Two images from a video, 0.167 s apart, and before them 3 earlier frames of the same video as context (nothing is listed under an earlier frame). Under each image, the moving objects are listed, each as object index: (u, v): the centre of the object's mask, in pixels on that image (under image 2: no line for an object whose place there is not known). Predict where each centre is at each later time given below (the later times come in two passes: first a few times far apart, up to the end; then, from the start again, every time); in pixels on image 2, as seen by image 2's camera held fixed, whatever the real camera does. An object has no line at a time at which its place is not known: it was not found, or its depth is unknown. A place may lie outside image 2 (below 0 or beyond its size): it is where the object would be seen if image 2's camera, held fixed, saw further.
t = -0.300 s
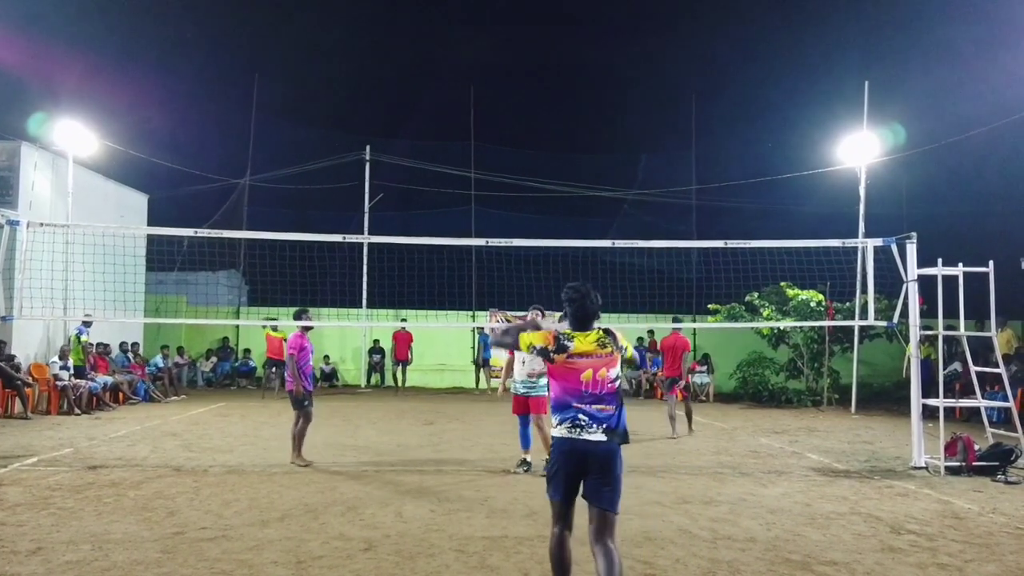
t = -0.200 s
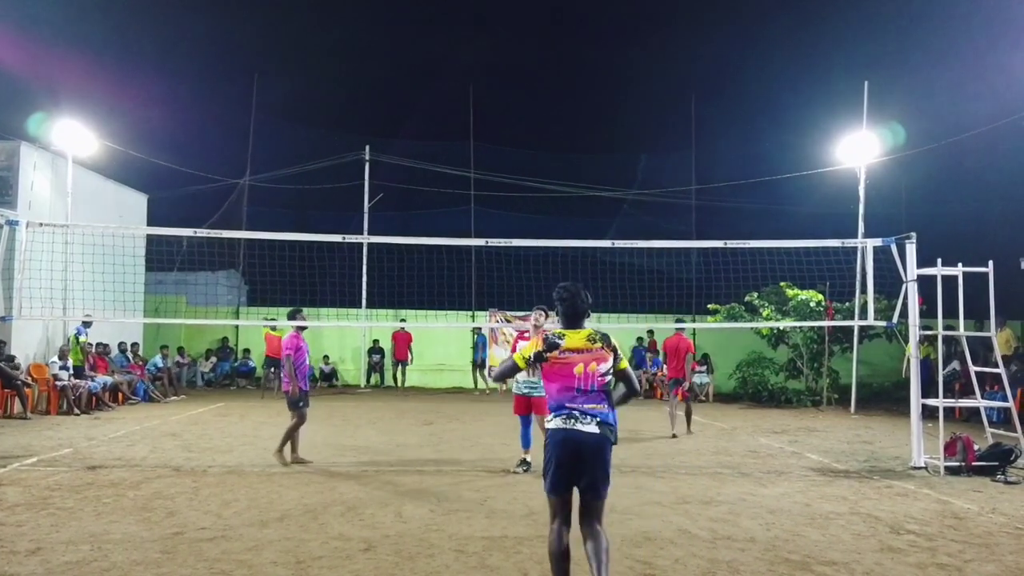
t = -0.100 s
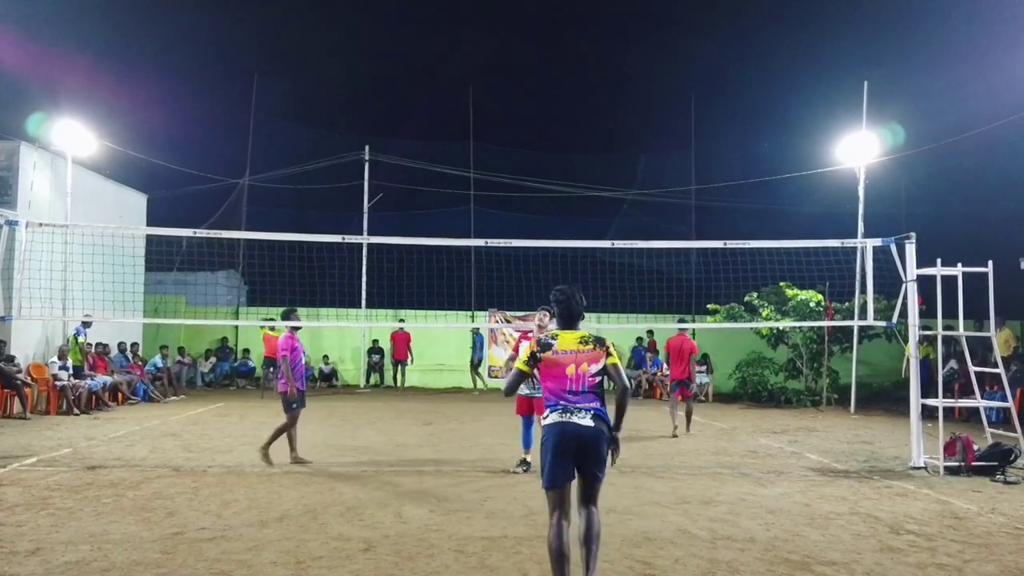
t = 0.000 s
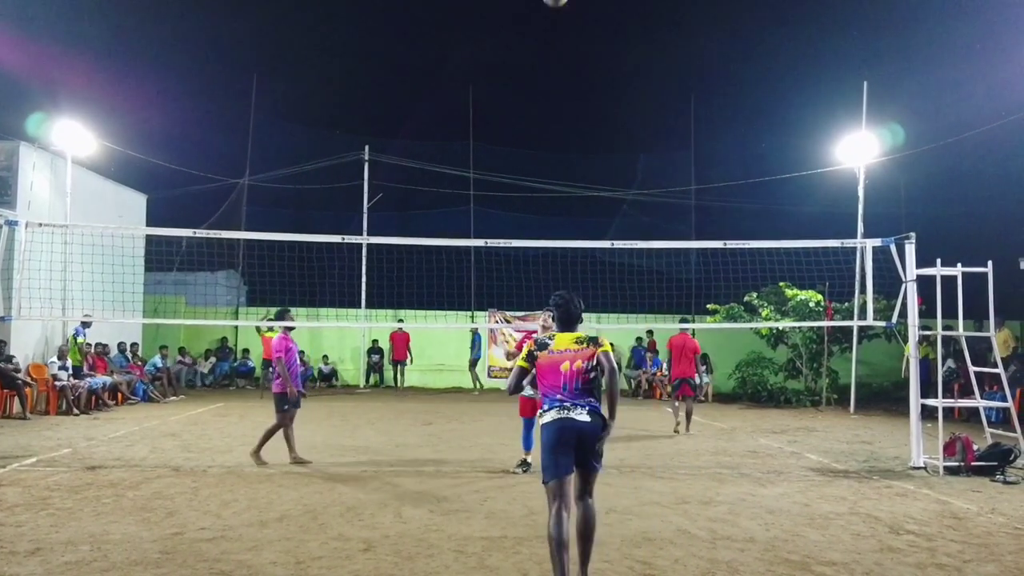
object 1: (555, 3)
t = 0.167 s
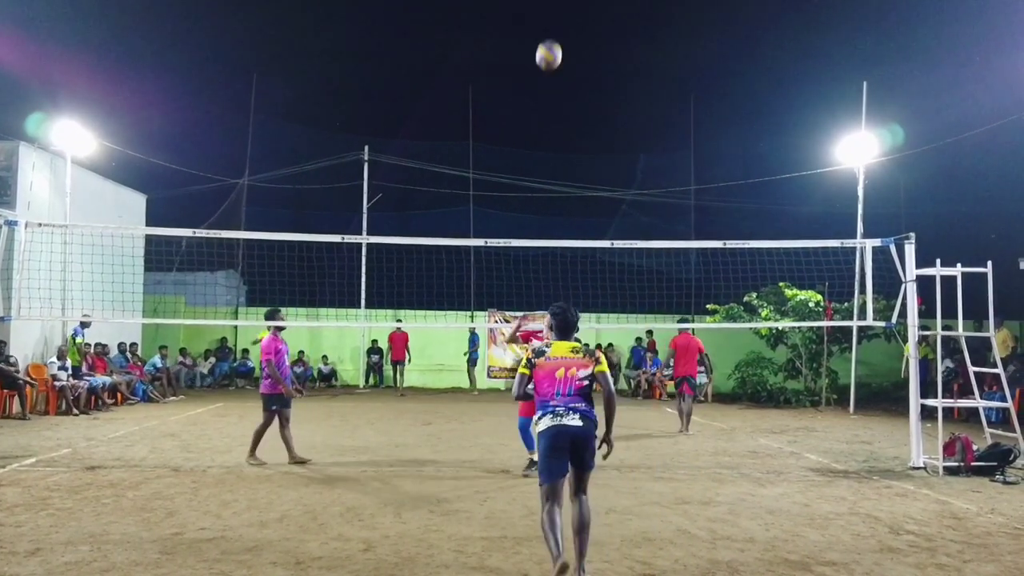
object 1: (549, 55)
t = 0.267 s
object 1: (545, 103)
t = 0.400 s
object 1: (541, 176)
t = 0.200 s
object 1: (547, 70)
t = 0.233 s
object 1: (546, 86)
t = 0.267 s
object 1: (545, 103)
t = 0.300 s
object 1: (544, 121)
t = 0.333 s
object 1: (543, 138)
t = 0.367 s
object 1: (542, 157)
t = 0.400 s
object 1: (541, 176)
